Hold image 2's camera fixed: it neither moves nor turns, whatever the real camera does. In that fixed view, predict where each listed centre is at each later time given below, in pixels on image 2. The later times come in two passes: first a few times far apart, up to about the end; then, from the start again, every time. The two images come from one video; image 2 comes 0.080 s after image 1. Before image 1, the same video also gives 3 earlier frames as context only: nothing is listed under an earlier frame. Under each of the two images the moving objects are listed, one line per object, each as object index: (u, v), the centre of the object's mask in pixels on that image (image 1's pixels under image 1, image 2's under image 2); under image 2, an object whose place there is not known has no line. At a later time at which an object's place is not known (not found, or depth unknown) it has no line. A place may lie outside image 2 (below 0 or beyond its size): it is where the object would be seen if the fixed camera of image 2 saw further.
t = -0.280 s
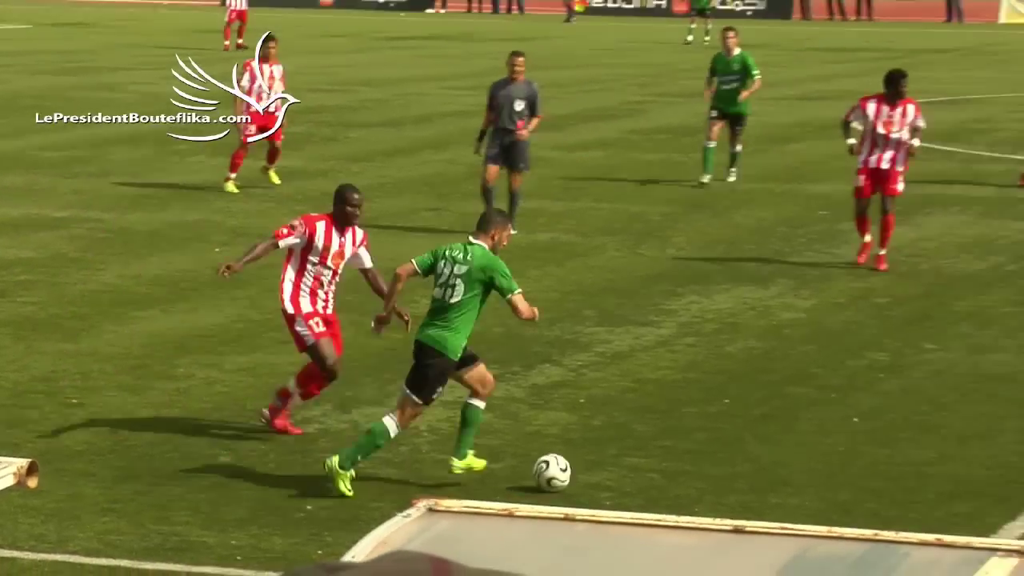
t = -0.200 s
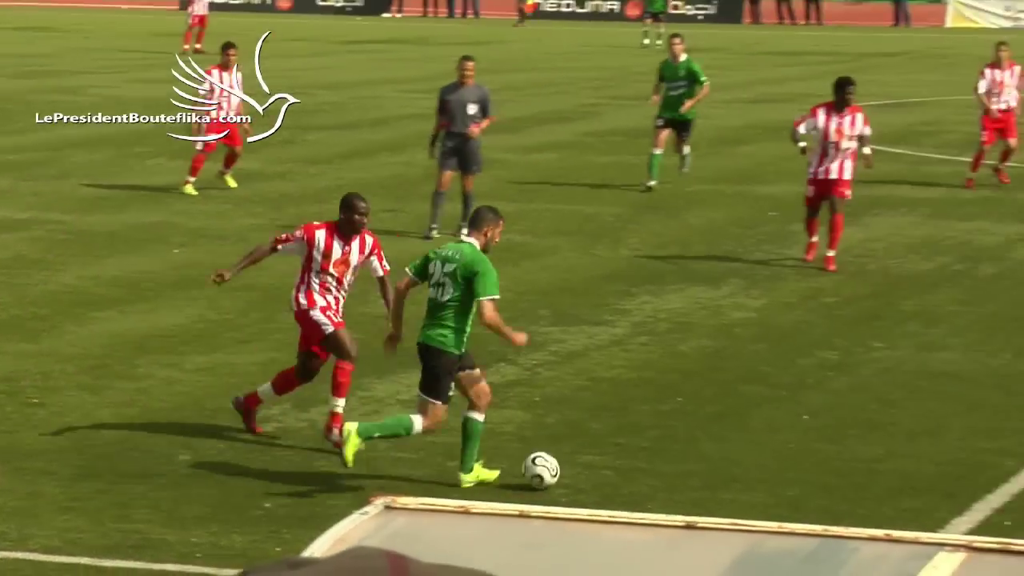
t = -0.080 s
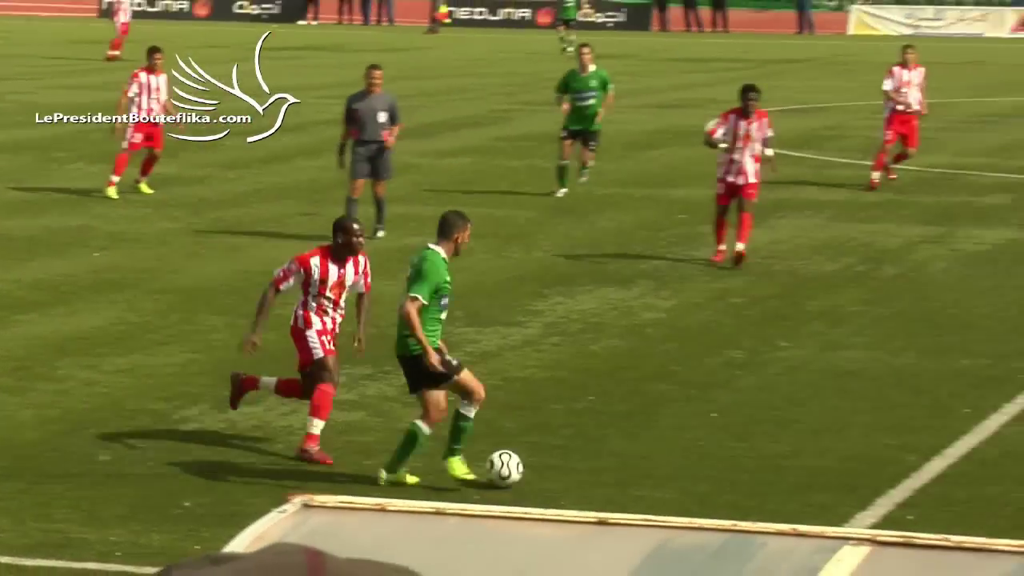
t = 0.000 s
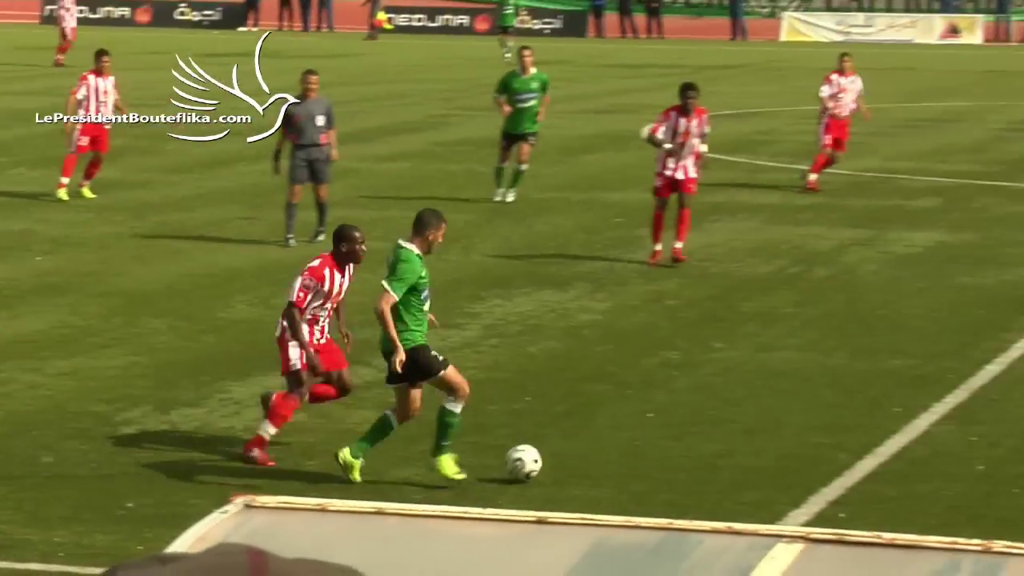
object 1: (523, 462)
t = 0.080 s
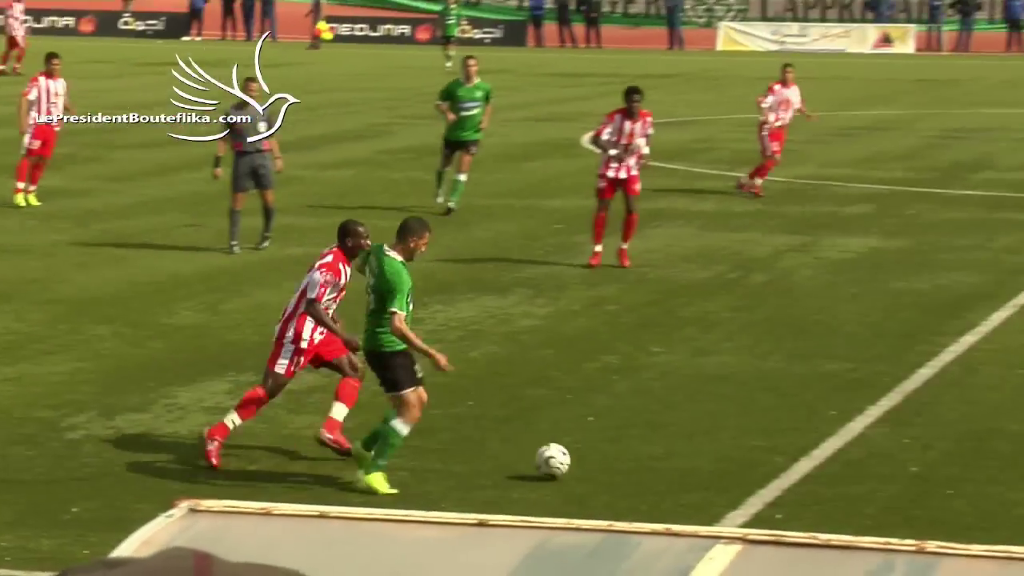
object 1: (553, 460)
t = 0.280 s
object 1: (737, 453)
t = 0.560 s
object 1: (945, 442)
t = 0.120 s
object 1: (594, 460)
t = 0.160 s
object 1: (632, 456)
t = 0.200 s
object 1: (669, 454)
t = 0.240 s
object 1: (705, 454)
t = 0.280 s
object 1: (737, 453)
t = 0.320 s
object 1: (770, 451)
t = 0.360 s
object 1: (800, 449)
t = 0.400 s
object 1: (830, 449)
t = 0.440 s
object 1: (859, 446)
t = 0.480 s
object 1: (889, 446)
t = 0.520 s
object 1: (917, 444)
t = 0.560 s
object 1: (945, 442)
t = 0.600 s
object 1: (973, 443)
